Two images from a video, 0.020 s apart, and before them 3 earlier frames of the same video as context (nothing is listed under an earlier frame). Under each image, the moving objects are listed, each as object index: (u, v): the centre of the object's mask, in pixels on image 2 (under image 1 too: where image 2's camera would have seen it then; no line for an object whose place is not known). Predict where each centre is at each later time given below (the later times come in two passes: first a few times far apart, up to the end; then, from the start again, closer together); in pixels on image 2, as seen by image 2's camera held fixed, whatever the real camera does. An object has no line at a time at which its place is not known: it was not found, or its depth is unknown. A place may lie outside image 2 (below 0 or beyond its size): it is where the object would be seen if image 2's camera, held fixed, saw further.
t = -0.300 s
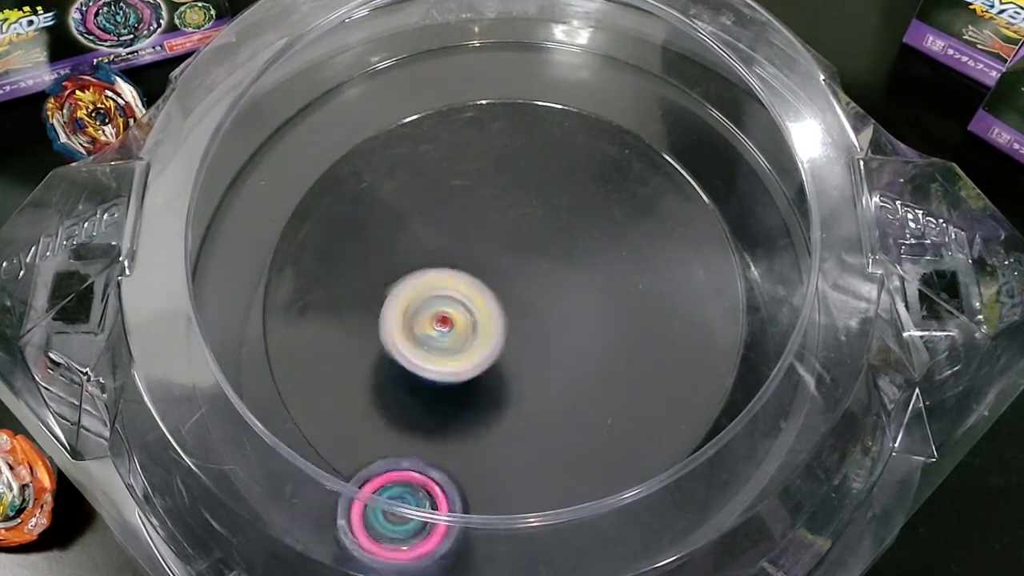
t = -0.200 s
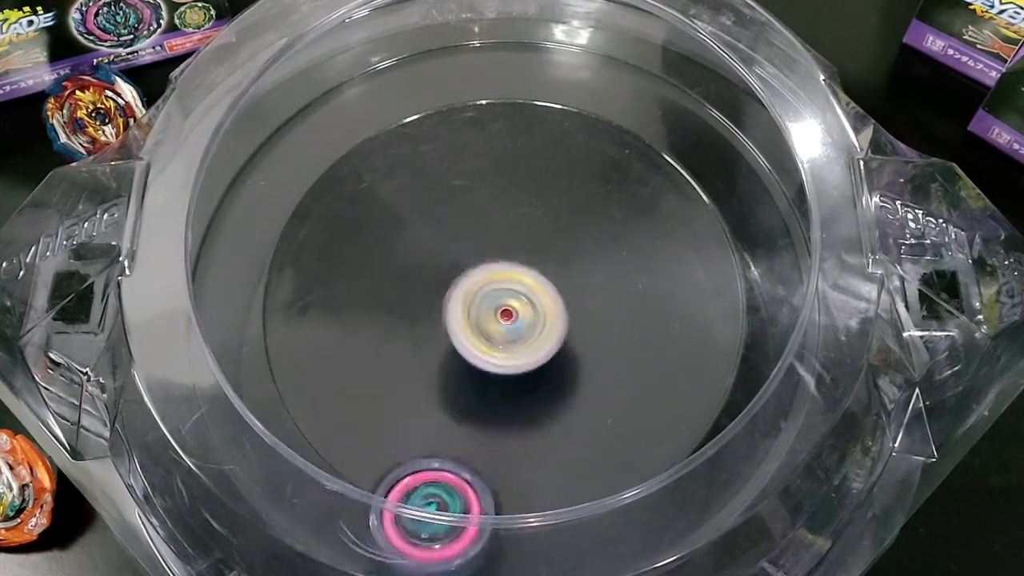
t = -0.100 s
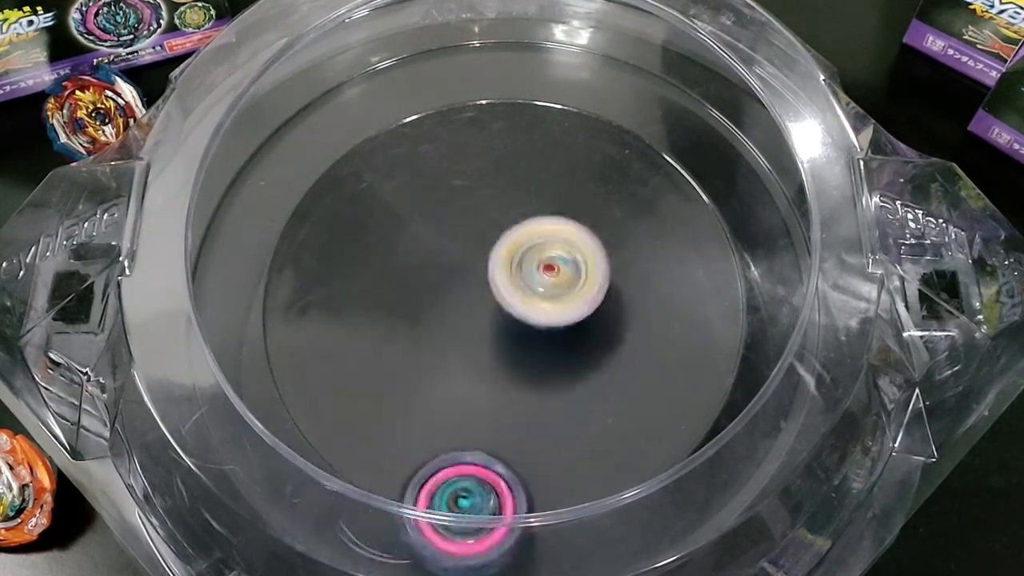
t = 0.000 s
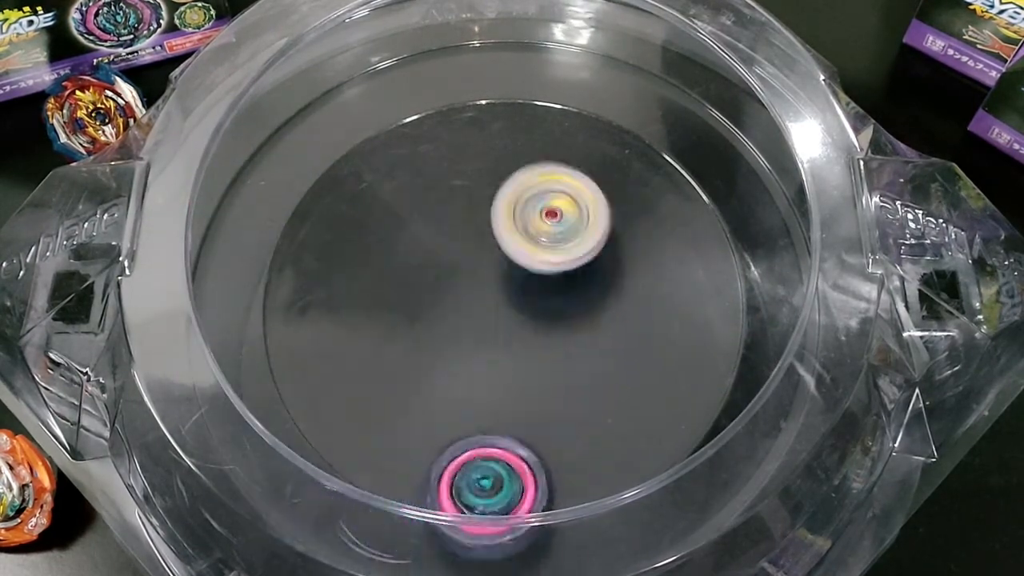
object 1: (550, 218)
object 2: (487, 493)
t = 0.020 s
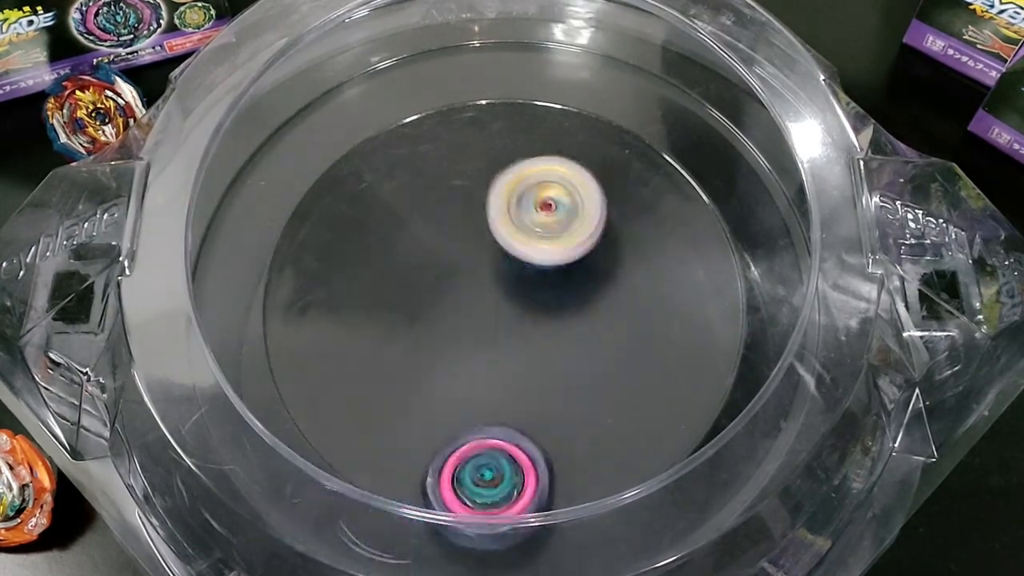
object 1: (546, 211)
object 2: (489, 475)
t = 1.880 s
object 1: (576, 316)
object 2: (515, 40)
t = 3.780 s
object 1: (544, 253)
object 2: (451, 321)
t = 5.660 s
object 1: (551, 269)
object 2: (587, 77)
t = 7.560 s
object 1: (417, 330)
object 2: (656, 247)
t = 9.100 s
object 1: (530, 227)
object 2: (542, 367)
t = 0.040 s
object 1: (540, 203)
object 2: (488, 470)
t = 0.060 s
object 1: (532, 197)
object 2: (487, 464)
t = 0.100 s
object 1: (512, 187)
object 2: (486, 445)
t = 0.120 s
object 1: (499, 185)
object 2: (484, 435)
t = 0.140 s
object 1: (487, 186)
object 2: (482, 423)
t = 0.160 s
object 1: (475, 189)
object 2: (482, 411)
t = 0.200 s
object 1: (452, 199)
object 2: (482, 387)
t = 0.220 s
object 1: (441, 208)
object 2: (482, 376)
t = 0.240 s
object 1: (431, 218)
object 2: (484, 364)
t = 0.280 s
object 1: (419, 246)
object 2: (487, 342)
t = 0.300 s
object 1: (408, 250)
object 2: (499, 342)
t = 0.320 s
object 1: (398, 252)
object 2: (513, 341)
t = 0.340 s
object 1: (389, 255)
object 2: (523, 339)
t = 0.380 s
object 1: (379, 267)
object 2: (542, 335)
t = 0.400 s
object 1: (380, 275)
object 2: (549, 333)
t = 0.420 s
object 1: (382, 284)
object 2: (553, 331)
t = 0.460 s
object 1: (396, 302)
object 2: (560, 327)
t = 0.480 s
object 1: (406, 312)
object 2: (564, 325)
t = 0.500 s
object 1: (422, 321)
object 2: (566, 323)
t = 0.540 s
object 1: (456, 334)
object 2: (573, 320)
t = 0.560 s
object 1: (440, 344)
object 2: (602, 305)
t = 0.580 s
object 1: (420, 353)
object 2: (637, 290)
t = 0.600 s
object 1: (404, 363)
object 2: (669, 275)
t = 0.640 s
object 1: (382, 377)
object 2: (725, 245)
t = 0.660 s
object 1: (373, 382)
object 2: (748, 230)
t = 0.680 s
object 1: (367, 389)
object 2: (764, 224)
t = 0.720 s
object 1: (366, 399)
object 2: (780, 206)
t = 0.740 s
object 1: (367, 401)
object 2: (784, 202)
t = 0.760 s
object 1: (371, 405)
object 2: (782, 200)
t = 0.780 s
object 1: (378, 409)
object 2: (772, 204)
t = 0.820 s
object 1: (397, 408)
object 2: (764, 199)
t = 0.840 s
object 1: (408, 408)
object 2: (761, 203)
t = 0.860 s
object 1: (422, 410)
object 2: (757, 200)
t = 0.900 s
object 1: (451, 403)
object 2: (744, 197)
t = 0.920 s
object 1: (464, 399)
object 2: (741, 195)
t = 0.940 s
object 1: (478, 394)
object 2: (734, 194)
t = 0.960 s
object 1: (493, 383)
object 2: (730, 191)
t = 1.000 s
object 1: (512, 362)
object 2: (723, 182)
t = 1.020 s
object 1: (522, 349)
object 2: (723, 177)
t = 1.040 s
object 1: (530, 331)
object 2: (720, 172)
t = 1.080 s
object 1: (538, 300)
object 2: (720, 157)
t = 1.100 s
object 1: (541, 285)
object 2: (723, 148)
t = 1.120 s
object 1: (541, 267)
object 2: (723, 141)
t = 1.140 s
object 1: (540, 254)
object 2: (722, 133)
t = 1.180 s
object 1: (534, 228)
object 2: (719, 121)
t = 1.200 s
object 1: (527, 217)
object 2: (713, 120)
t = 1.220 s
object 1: (522, 209)
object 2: (708, 118)
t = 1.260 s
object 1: (506, 193)
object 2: (700, 109)
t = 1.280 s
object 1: (496, 189)
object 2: (695, 107)
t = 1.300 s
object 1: (487, 187)
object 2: (691, 102)
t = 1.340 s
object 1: (465, 181)
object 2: (684, 93)
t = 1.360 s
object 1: (453, 184)
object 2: (677, 90)
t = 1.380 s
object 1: (442, 185)
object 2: (671, 88)
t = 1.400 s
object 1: (432, 188)
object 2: (665, 84)
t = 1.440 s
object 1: (411, 200)
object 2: (654, 78)
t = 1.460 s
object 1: (404, 208)
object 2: (647, 73)
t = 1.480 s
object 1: (398, 216)
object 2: (641, 67)
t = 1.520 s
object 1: (394, 239)
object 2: (630, 63)
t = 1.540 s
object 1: (396, 250)
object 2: (624, 60)
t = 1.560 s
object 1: (399, 262)
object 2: (618, 57)
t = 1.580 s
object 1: (404, 277)
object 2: (614, 55)
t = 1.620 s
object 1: (423, 300)
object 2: (602, 55)
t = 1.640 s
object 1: (431, 312)
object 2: (594, 52)
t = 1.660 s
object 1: (445, 321)
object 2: (588, 52)
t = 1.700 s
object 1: (473, 334)
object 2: (575, 47)
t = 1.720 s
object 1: (488, 338)
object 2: (568, 45)
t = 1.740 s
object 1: (503, 340)
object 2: (561, 42)
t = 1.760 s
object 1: (516, 340)
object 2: (554, 44)
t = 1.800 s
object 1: (541, 337)
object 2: (542, 43)
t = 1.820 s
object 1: (551, 333)
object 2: (536, 41)
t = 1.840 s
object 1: (560, 328)
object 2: (529, 43)
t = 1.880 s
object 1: (576, 316)
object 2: (515, 40)
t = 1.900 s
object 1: (582, 309)
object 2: (508, 41)
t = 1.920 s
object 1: (588, 304)
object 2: (503, 41)
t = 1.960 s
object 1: (596, 287)
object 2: (489, 40)
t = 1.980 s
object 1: (599, 280)
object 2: (482, 41)
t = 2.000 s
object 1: (602, 272)
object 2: (475, 42)
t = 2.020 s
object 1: (604, 263)
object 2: (469, 41)
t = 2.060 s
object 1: (603, 248)
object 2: (456, 44)
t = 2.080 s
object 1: (602, 240)
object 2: (450, 43)
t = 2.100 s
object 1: (597, 231)
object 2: (445, 45)
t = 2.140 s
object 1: (587, 217)
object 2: (430, 48)
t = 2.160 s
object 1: (578, 210)
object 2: (424, 48)
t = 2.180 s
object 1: (569, 208)
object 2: (419, 49)
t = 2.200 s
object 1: (557, 205)
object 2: (412, 50)
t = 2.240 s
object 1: (533, 207)
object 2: (401, 52)
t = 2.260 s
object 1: (521, 209)
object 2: (394, 56)
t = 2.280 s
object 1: (509, 215)
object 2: (388, 59)
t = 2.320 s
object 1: (487, 229)
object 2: (377, 61)
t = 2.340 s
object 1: (477, 238)
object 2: (371, 67)
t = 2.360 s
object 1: (468, 247)
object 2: (366, 70)
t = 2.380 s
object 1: (461, 258)
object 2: (360, 71)
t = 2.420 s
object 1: (452, 280)
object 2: (351, 81)
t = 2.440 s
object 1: (449, 291)
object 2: (344, 85)
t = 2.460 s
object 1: (448, 302)
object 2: (341, 88)
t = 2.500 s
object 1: (449, 321)
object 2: (331, 97)
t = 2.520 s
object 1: (453, 331)
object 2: (326, 99)
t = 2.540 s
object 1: (456, 338)
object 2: (321, 105)
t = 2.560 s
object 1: (460, 346)
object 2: (317, 108)
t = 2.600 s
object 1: (472, 358)
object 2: (310, 117)
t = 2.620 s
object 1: (479, 363)
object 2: (304, 122)
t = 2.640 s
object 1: (486, 368)
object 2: (301, 129)
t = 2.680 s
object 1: (503, 373)
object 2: (295, 140)
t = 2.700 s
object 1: (511, 376)
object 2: (292, 145)
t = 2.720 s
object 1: (521, 377)
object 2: (289, 151)
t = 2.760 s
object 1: (537, 376)
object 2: (284, 161)
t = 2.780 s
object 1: (547, 373)
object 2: (282, 167)
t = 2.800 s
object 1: (556, 368)
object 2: (280, 171)
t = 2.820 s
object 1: (561, 363)
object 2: (280, 178)
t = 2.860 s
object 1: (575, 347)
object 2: (277, 190)
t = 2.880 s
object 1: (577, 339)
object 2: (277, 194)
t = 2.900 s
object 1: (580, 329)
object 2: (276, 202)
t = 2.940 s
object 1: (577, 308)
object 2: (276, 211)
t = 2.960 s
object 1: (575, 298)
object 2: (277, 219)
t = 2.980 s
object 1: (571, 288)
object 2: (278, 224)
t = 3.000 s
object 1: (563, 279)
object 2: (281, 229)
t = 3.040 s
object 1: (552, 264)
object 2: (295, 238)
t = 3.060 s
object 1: (542, 259)
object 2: (305, 241)
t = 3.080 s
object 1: (534, 254)
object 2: (316, 243)
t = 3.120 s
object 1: (515, 246)
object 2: (339, 251)
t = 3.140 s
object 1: (505, 244)
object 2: (352, 252)
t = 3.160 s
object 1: (495, 243)
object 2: (366, 256)
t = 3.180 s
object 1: (488, 242)
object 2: (373, 260)
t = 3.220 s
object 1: (540, 235)
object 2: (327, 269)
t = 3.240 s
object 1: (561, 233)
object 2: (308, 275)
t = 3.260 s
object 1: (582, 233)
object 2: (294, 279)
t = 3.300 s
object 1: (612, 232)
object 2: (275, 288)
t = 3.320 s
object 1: (625, 230)
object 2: (273, 290)
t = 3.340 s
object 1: (635, 232)
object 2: (272, 290)
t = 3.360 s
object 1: (642, 232)
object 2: (272, 291)
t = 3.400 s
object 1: (651, 233)
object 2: (279, 291)
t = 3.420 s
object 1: (652, 231)
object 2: (282, 293)
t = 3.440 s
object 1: (651, 232)
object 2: (288, 293)
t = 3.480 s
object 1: (645, 230)
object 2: (300, 295)
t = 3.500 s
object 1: (643, 229)
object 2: (308, 296)
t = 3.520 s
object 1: (638, 227)
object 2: (316, 298)
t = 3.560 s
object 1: (628, 226)
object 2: (333, 302)
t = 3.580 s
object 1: (620, 226)
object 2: (345, 305)
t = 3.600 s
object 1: (614, 226)
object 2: (354, 306)
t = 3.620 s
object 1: (608, 223)
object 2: (363, 308)
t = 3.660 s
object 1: (594, 226)
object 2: (385, 312)
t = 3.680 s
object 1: (586, 227)
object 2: (395, 314)
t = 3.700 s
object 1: (577, 229)
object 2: (405, 317)
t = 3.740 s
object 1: (562, 239)
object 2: (428, 317)
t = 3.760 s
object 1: (552, 245)
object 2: (439, 320)
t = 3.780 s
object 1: (544, 253)
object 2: (451, 321)
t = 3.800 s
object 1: (552, 245)
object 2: (437, 338)
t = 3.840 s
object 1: (577, 228)
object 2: (416, 370)
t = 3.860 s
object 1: (586, 222)
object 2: (409, 381)
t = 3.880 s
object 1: (590, 218)
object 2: (401, 392)
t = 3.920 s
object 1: (594, 216)
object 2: (398, 408)
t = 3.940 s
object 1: (590, 219)
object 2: (397, 410)
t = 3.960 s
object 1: (586, 220)
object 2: (399, 412)
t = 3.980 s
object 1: (577, 224)
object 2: (399, 414)
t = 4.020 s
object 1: (560, 234)
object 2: (406, 419)
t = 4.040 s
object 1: (553, 241)
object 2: (410, 420)
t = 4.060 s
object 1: (543, 247)
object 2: (414, 420)
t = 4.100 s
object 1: (527, 265)
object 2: (422, 421)
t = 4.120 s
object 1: (520, 276)
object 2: (427, 422)
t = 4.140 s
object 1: (514, 283)
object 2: (432, 421)
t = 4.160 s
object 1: (507, 293)
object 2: (438, 421)
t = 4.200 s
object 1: (498, 309)
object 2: (448, 417)
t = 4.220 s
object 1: (498, 316)
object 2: (452, 417)
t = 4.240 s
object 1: (504, 306)
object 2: (451, 432)
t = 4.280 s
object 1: (508, 282)
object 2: (455, 458)
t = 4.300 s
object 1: (512, 269)
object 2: (459, 464)
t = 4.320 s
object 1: (512, 261)
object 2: (464, 468)
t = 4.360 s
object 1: (510, 247)
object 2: (472, 470)
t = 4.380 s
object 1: (509, 242)
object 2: (476, 469)
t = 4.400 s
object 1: (504, 239)
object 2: (480, 468)
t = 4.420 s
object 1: (501, 236)
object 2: (485, 465)
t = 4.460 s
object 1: (490, 233)
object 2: (494, 457)
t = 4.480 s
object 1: (483, 232)
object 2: (500, 452)
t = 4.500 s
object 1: (477, 233)
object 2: (504, 446)
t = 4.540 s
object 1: (464, 237)
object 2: (514, 432)
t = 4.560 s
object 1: (458, 241)
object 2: (519, 424)
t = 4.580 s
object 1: (453, 248)
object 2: (522, 416)
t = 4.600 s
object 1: (449, 254)
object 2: (527, 407)
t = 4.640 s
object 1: (447, 271)
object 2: (534, 388)
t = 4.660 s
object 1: (448, 280)
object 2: (536, 380)
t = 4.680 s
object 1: (452, 288)
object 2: (539, 369)
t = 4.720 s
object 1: (447, 290)
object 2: (559, 361)
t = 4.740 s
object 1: (439, 284)
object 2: (573, 361)
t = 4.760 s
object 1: (434, 282)
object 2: (584, 358)
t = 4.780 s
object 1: (429, 280)
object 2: (593, 356)
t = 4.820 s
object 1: (424, 281)
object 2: (602, 347)
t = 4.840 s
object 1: (423, 284)
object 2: (603, 341)
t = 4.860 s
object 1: (423, 285)
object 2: (605, 337)
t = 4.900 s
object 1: (425, 292)
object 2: (605, 325)
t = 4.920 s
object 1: (430, 296)
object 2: (604, 319)
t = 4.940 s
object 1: (435, 297)
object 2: (603, 313)
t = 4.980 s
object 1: (449, 300)
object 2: (599, 300)
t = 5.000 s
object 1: (458, 300)
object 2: (596, 294)
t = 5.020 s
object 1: (464, 299)
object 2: (594, 287)
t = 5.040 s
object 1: (474, 297)
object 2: (591, 282)
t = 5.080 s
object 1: (471, 298)
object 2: (603, 264)
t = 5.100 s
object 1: (451, 301)
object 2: (624, 247)
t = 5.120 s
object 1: (436, 303)
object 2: (644, 233)
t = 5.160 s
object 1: (414, 307)
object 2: (674, 207)
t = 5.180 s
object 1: (410, 311)
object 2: (683, 196)
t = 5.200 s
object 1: (407, 312)
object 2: (689, 187)
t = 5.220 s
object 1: (409, 315)
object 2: (694, 182)
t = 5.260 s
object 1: (415, 320)
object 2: (697, 174)
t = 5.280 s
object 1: (420, 324)
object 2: (696, 168)
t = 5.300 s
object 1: (427, 327)
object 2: (693, 164)
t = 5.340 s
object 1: (443, 332)
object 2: (686, 152)
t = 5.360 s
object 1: (453, 333)
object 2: (682, 145)
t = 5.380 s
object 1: (462, 333)
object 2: (677, 140)
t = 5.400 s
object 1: (473, 332)
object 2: (674, 134)
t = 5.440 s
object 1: (491, 326)
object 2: (662, 123)
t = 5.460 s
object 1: (499, 322)
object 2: (655, 117)
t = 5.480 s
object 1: (506, 318)
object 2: (648, 113)
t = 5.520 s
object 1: (520, 309)
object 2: (635, 103)
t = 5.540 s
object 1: (525, 304)
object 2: (628, 97)
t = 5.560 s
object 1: (531, 299)
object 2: (621, 94)
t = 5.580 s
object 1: (536, 294)
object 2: (614, 89)
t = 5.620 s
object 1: (545, 281)
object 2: (602, 83)
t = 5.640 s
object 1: (549, 275)
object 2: (593, 79)
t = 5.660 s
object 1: (551, 269)
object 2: (587, 77)
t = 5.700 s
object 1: (555, 257)
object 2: (570, 74)
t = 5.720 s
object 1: (557, 252)
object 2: (562, 71)
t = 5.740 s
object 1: (557, 246)
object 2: (554, 71)
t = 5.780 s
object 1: (556, 236)
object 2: (538, 69)
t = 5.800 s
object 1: (555, 231)
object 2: (530, 68)
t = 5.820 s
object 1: (552, 227)
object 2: (521, 68)
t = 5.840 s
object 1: (549, 223)
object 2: (514, 67)
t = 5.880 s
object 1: (540, 218)
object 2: (498, 71)
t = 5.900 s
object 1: (535, 219)
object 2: (489, 73)
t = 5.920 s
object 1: (529, 219)
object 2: (481, 75)
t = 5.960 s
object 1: (517, 225)
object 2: (466, 78)
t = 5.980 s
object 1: (512, 229)
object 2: (459, 81)
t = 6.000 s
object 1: (506, 235)
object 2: (452, 84)
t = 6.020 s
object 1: (500, 241)
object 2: (446, 87)
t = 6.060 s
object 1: (492, 257)
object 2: (431, 96)
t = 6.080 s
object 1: (490, 265)
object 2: (425, 101)
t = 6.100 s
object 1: (488, 273)
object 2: (421, 108)
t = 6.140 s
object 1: (487, 288)
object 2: (418, 123)
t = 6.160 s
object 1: (486, 294)
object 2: (418, 129)
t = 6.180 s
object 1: (487, 301)
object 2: (417, 140)
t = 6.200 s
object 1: (488, 308)
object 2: (419, 150)
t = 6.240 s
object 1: (492, 321)
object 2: (421, 172)
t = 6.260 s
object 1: (495, 327)
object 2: (421, 181)
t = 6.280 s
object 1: (498, 332)
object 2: (425, 195)
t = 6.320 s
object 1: (504, 342)
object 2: (430, 218)
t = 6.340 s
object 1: (508, 346)
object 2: (433, 229)
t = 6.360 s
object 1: (512, 350)
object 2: (436, 244)
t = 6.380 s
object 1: (518, 353)
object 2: (442, 257)
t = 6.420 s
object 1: (529, 355)
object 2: (450, 282)
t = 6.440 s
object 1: (535, 355)
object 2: (453, 292)
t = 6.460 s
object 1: (542, 357)
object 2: (455, 301)
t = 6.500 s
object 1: (558, 357)
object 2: (458, 313)
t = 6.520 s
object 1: (565, 354)
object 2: (461, 318)
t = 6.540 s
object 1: (571, 350)
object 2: (463, 326)
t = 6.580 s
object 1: (578, 339)
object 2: (470, 341)
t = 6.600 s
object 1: (579, 332)
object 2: (472, 347)
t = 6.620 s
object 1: (580, 326)
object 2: (473, 351)
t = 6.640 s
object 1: (580, 319)
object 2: (476, 356)
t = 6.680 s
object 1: (575, 305)
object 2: (484, 364)
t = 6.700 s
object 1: (570, 297)
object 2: (488, 368)
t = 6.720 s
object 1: (565, 292)
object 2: (491, 372)
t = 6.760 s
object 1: (555, 282)
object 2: (498, 376)
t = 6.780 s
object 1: (549, 277)
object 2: (501, 378)
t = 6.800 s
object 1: (542, 272)
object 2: (506, 379)
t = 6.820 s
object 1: (535, 268)
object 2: (509, 381)
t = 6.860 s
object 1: (522, 263)
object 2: (519, 384)
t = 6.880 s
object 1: (515, 260)
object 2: (523, 385)
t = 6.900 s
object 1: (509, 257)
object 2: (527, 384)
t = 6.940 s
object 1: (494, 252)
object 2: (536, 385)
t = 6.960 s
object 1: (487, 251)
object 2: (540, 385)
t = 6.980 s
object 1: (480, 251)
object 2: (544, 385)
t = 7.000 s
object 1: (473, 250)
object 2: (547, 383)
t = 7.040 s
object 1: (460, 249)
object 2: (554, 380)
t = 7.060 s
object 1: (453, 249)
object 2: (559, 378)
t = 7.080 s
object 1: (446, 251)
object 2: (563, 376)
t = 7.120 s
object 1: (435, 255)
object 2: (568, 371)
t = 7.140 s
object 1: (431, 258)
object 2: (570, 367)
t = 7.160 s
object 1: (426, 262)
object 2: (573, 364)
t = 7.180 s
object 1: (422, 267)
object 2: (577, 360)
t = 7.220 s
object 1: (419, 279)
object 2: (580, 352)
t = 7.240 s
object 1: (421, 286)
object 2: (581, 347)
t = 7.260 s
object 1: (423, 293)
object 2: (582, 344)
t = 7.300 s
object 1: (433, 303)
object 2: (583, 335)
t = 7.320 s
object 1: (439, 308)
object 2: (584, 330)
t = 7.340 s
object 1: (447, 312)
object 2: (582, 325)
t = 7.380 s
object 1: (463, 317)
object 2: (581, 315)
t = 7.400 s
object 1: (465, 318)
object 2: (583, 312)
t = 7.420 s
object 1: (467, 318)
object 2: (588, 306)
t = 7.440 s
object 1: (468, 320)
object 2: (588, 302)
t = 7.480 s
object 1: (482, 320)
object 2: (588, 294)
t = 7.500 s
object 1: (469, 324)
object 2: (602, 286)
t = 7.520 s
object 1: (447, 329)
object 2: (623, 270)
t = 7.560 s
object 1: (417, 330)
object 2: (656, 247)
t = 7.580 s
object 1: (406, 331)
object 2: (670, 236)
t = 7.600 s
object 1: (401, 332)
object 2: (678, 226)
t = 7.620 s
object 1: (396, 332)
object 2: (684, 219)
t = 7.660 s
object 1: (398, 335)
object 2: (686, 204)
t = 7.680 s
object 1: (398, 337)
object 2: (686, 202)
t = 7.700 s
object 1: (399, 340)
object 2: (683, 199)
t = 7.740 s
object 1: (405, 343)
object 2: (677, 196)
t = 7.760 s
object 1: (409, 345)
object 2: (672, 195)
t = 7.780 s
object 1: (417, 344)
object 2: (668, 196)
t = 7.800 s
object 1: (423, 344)
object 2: (663, 195)
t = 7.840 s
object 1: (439, 341)
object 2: (652, 197)
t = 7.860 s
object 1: (445, 339)
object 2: (645, 197)
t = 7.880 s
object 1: (454, 337)
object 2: (638, 198)
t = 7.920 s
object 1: (468, 331)
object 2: (622, 202)
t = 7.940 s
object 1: (476, 328)
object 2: (612, 206)
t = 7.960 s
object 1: (482, 324)
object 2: (605, 210)
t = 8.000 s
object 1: (495, 319)
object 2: (585, 218)
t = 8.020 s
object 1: (500, 316)
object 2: (576, 222)
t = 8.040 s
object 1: (505, 315)
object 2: (567, 225)
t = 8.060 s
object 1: (509, 314)
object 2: (559, 227)
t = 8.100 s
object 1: (511, 320)
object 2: (540, 228)
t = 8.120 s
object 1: (514, 323)
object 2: (530, 229)
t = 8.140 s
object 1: (516, 324)
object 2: (520, 233)
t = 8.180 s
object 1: (525, 327)
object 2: (496, 239)
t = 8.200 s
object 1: (528, 330)
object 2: (484, 244)
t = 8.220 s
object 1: (529, 332)
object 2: (474, 248)
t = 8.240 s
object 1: (533, 332)
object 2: (464, 254)
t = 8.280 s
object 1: (537, 333)
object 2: (446, 261)
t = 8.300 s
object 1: (542, 332)
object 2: (439, 266)
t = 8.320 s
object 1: (544, 333)
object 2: (432, 269)
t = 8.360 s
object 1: (551, 334)
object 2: (419, 276)
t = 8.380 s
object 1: (552, 336)
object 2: (415, 279)
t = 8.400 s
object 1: (557, 337)
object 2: (410, 282)
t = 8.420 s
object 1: (559, 338)
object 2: (407, 286)
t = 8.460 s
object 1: (564, 337)
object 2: (402, 293)
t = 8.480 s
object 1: (563, 335)
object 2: (401, 297)
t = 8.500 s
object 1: (563, 334)
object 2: (399, 299)
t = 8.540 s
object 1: (558, 328)
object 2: (398, 305)
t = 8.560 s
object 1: (556, 325)
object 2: (398, 310)
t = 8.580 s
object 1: (552, 321)
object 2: (399, 312)
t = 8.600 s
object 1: (546, 318)
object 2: (399, 316)
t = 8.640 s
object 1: (537, 312)
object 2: (402, 322)
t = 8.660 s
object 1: (534, 310)
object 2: (403, 326)
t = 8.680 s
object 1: (530, 307)
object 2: (406, 328)
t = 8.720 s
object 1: (521, 302)
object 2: (413, 334)
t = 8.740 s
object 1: (517, 299)
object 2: (416, 336)
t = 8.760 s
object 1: (514, 296)
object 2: (422, 340)
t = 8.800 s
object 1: (514, 285)
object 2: (427, 345)
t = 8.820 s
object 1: (518, 281)
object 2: (430, 349)
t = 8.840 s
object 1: (519, 277)
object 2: (436, 350)
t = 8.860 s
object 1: (518, 272)
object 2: (442, 351)
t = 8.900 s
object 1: (518, 265)
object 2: (455, 351)
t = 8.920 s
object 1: (517, 263)
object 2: (460, 351)
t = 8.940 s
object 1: (518, 258)
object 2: (469, 351)
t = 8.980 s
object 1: (523, 245)
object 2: (484, 358)
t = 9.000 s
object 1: (526, 237)
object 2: (493, 363)
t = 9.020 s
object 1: (528, 233)
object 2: (502, 365)
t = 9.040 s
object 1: (530, 229)
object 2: (514, 367)
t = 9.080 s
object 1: (531, 228)
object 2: (533, 368)
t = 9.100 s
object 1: (530, 227)
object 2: (542, 367)
